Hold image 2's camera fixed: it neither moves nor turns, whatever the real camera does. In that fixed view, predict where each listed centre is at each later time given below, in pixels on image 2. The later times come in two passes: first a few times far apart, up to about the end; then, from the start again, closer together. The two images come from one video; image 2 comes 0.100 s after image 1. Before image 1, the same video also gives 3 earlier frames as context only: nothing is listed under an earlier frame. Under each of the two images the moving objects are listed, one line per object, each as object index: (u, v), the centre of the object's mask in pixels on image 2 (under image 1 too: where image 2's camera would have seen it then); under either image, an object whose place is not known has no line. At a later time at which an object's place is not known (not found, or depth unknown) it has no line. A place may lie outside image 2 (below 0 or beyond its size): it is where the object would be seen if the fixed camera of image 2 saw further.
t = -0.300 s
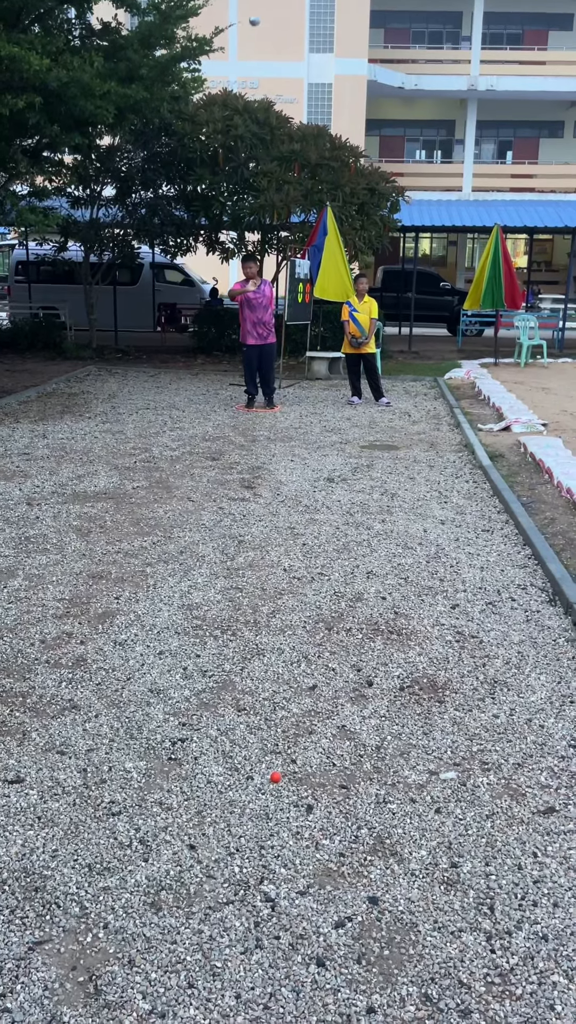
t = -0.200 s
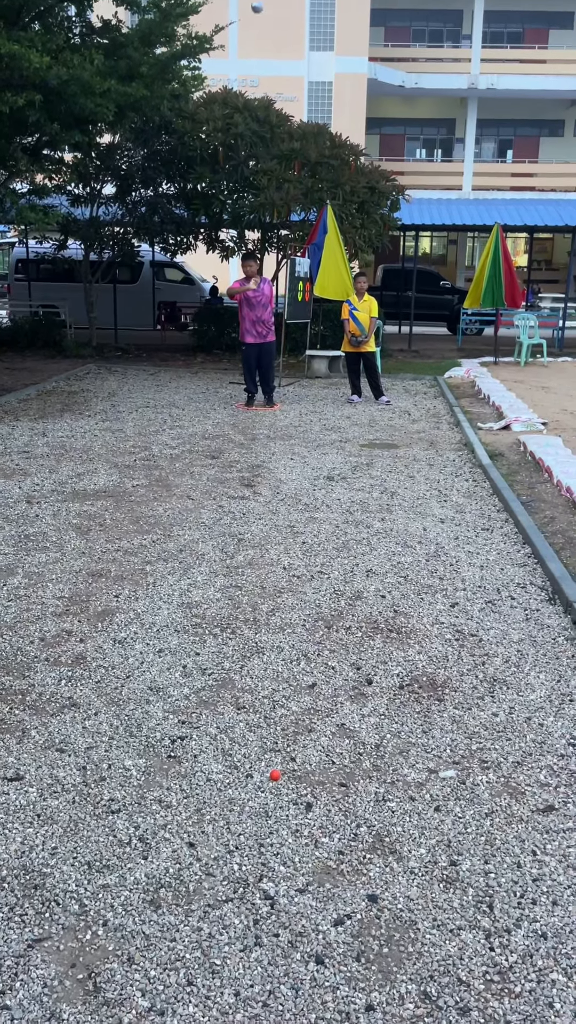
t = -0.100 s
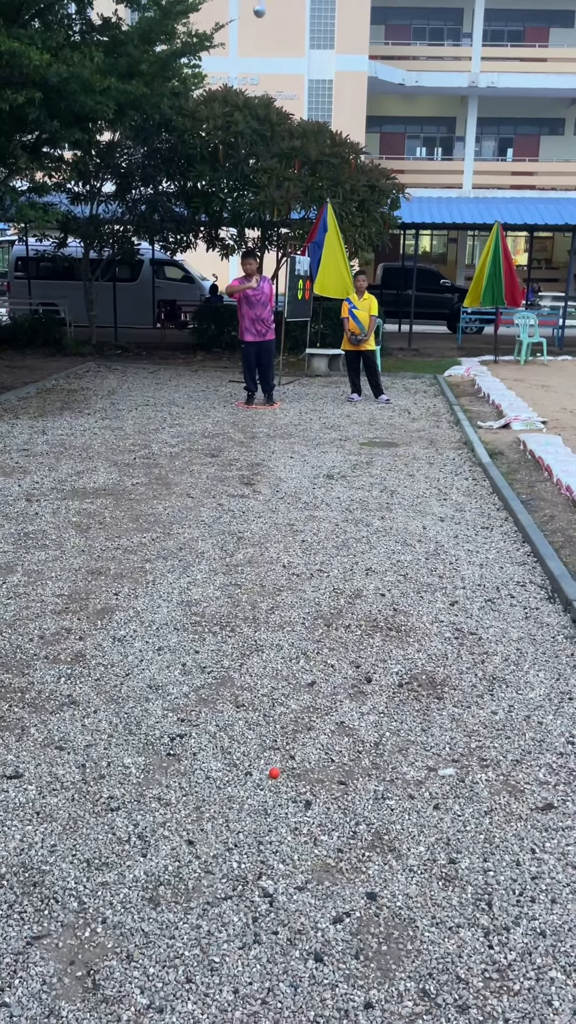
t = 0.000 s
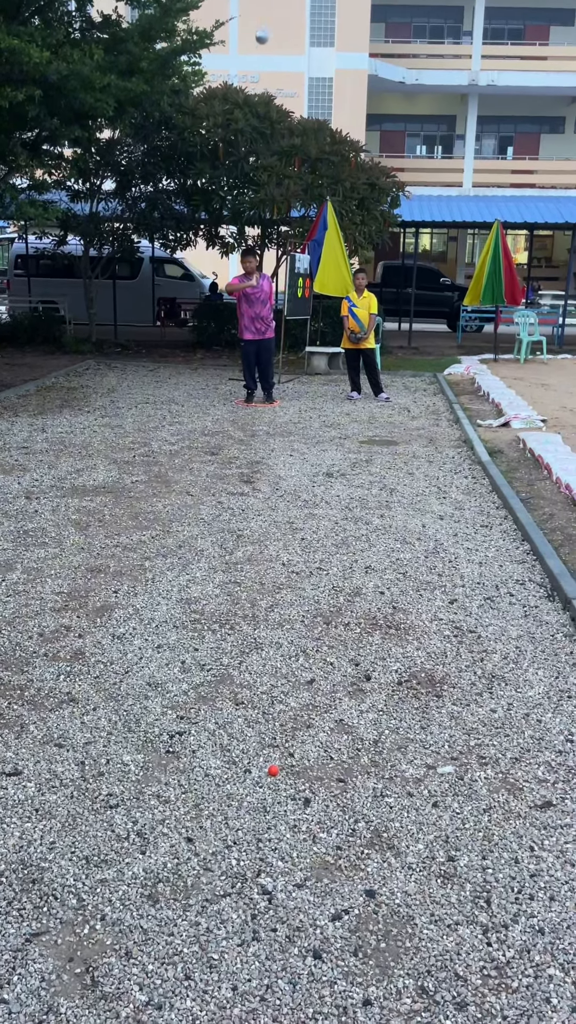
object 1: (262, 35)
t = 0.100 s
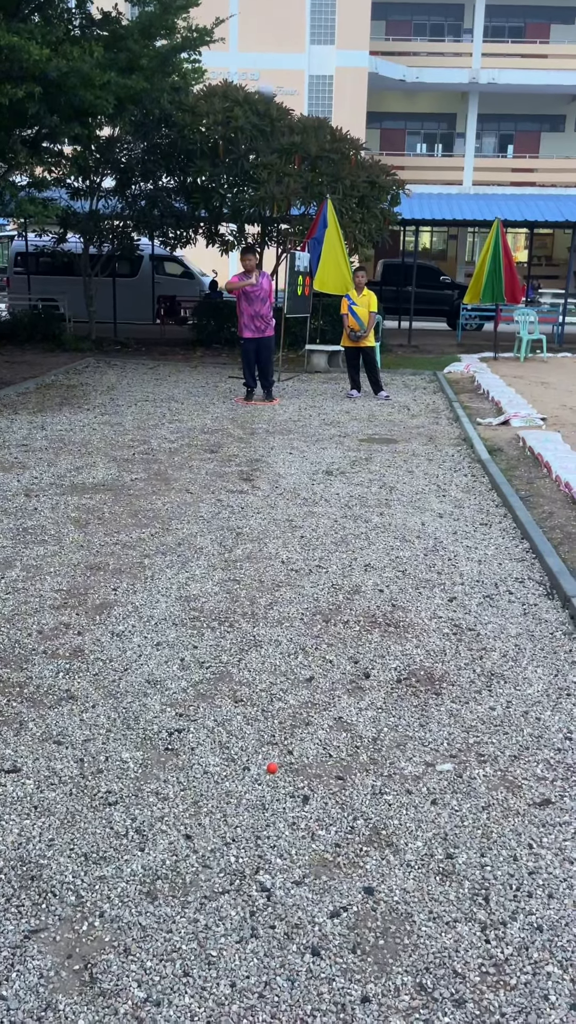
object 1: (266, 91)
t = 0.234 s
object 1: (268, 215)
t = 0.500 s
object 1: (275, 668)
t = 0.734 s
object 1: (282, 686)
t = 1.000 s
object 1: (296, 704)
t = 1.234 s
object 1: (304, 708)
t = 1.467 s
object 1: (302, 710)
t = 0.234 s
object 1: (268, 215)
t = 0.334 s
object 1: (270, 359)
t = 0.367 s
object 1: (271, 415)
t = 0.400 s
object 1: (272, 478)
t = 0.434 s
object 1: (274, 546)
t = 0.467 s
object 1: (274, 621)
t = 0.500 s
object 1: (275, 668)
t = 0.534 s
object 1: (276, 666)
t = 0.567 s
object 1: (276, 666)
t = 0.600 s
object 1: (277, 668)
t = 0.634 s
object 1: (278, 674)
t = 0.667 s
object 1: (279, 682)
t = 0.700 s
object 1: (281, 684)
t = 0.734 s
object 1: (282, 686)
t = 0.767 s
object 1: (283, 689)
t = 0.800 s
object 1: (284, 692)
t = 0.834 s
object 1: (286, 694)
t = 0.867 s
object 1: (288, 696)
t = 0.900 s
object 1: (290, 699)
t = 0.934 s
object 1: (292, 701)
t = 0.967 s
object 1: (294, 702)
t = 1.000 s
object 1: (296, 704)
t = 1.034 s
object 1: (298, 705)
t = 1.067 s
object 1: (301, 706)
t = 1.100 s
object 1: (302, 707)
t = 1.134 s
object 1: (303, 708)
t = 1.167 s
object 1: (303, 708)
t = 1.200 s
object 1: (304, 708)
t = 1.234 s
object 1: (304, 708)
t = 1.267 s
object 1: (304, 708)
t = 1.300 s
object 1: (302, 709)
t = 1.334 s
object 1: (301, 709)
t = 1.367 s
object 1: (301, 709)
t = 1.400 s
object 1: (301, 709)
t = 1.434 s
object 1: (301, 709)
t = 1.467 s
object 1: (302, 710)
